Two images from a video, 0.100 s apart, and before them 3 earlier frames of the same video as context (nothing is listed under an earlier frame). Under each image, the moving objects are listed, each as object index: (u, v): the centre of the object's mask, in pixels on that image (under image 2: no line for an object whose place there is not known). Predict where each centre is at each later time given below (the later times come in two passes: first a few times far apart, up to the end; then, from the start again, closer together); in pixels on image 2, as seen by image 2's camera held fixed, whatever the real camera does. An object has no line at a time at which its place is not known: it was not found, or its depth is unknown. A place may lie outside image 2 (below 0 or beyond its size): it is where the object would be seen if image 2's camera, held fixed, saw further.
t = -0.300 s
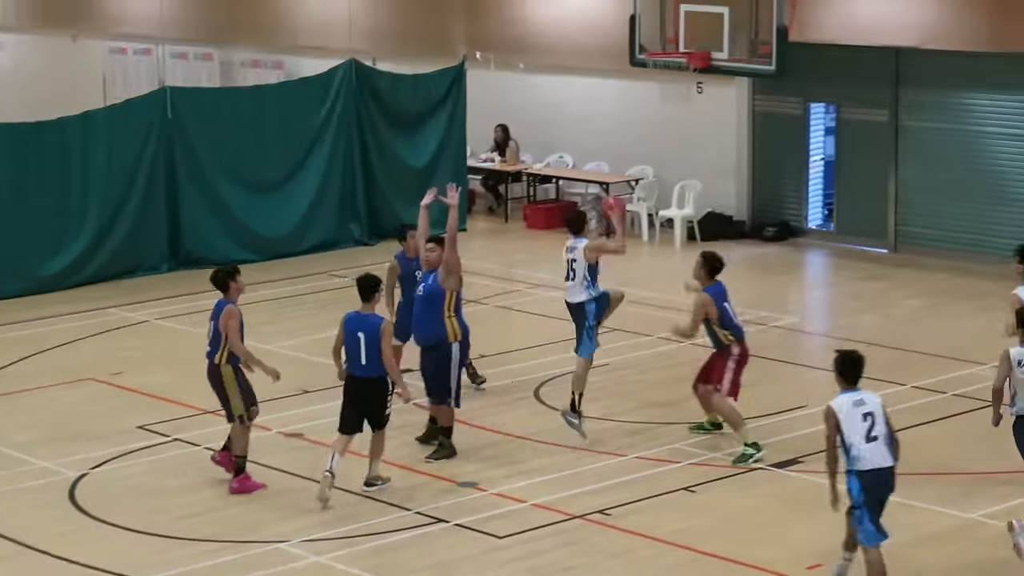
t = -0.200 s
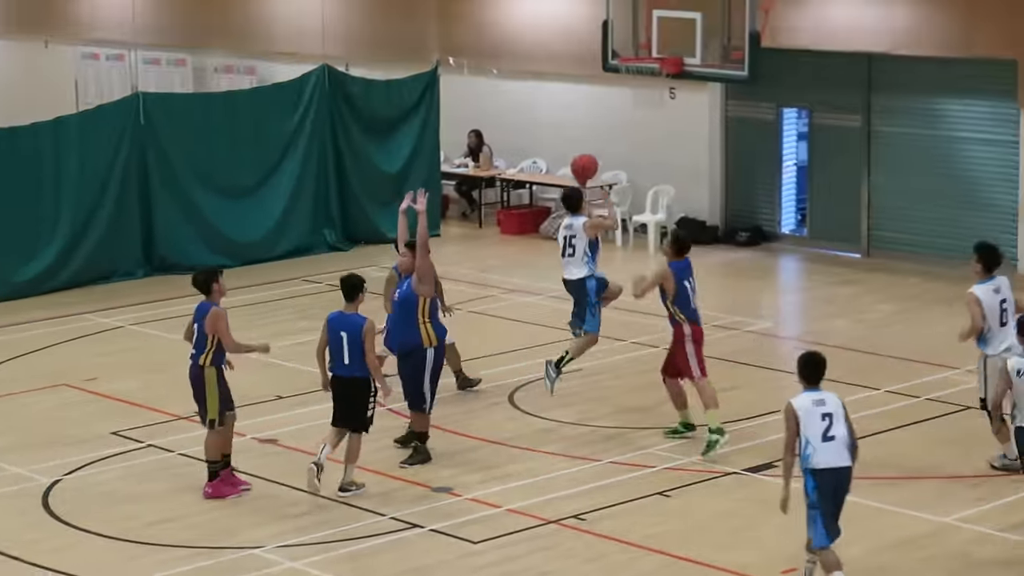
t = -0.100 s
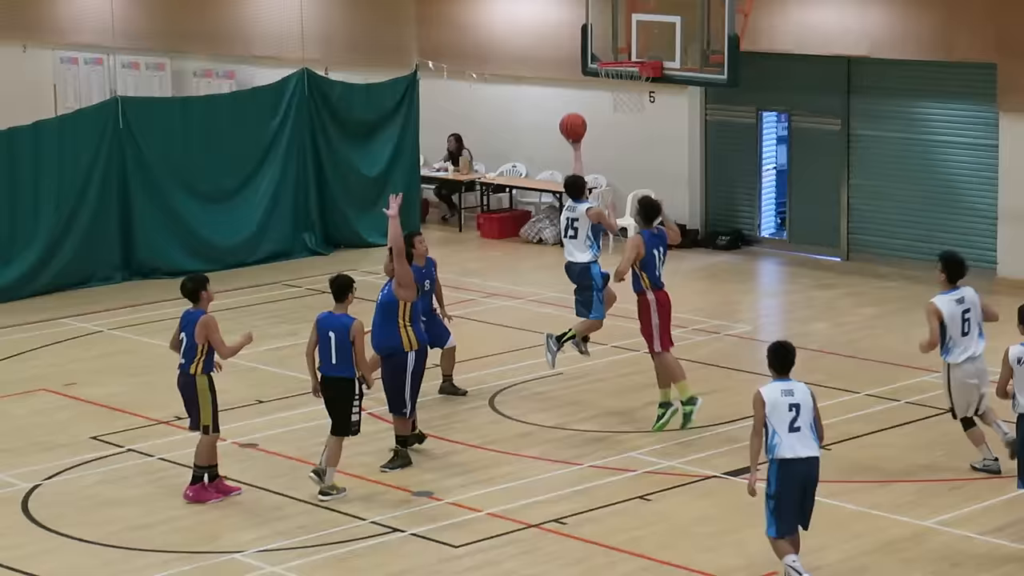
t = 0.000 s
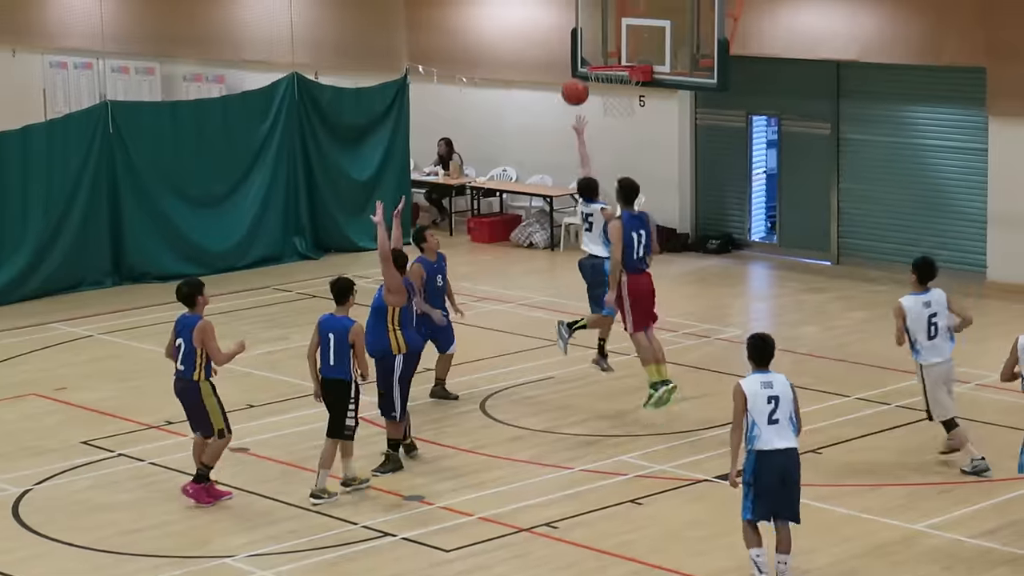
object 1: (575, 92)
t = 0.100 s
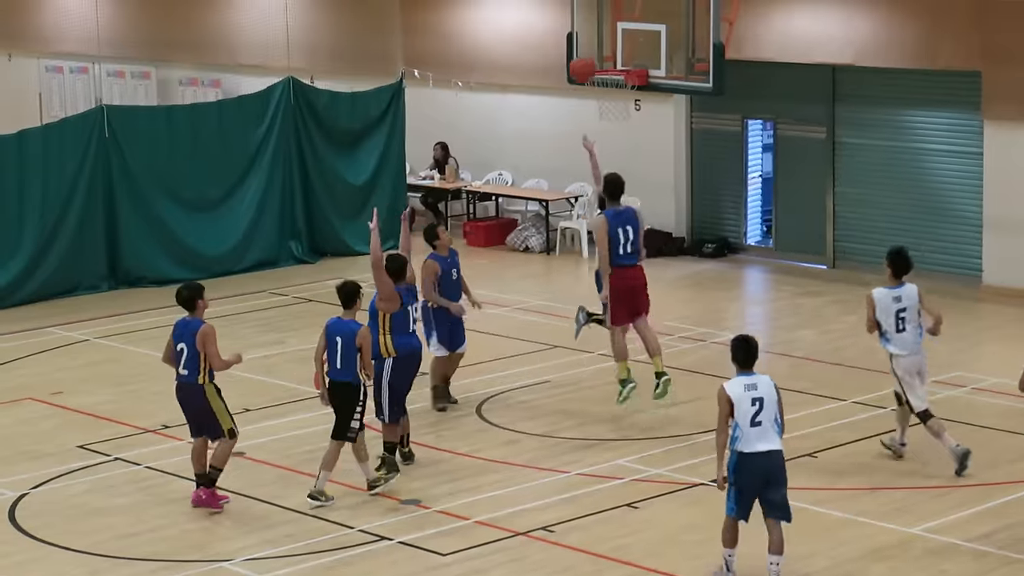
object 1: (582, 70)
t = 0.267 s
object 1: (604, 48)
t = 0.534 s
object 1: (614, 59)
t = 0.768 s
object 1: (585, 50)
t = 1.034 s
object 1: (562, 94)
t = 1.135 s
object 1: (553, 130)
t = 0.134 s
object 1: (588, 63)
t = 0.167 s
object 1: (590, 59)
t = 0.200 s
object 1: (595, 53)
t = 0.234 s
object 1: (600, 51)
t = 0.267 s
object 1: (604, 48)
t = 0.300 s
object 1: (606, 48)
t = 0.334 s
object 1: (610, 49)
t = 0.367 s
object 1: (614, 50)
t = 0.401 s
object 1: (617, 54)
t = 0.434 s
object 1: (621, 59)
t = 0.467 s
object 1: (625, 61)
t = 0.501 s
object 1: (620, 60)
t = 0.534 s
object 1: (614, 59)
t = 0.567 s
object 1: (607, 59)
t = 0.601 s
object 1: (602, 60)
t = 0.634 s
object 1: (597, 58)
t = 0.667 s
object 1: (593, 53)
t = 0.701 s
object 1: (590, 51)
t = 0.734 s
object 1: (588, 50)
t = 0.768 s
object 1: (585, 50)
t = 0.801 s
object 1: (582, 51)
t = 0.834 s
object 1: (579, 53)
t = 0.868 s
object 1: (576, 57)
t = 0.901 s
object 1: (573, 62)
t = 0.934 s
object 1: (570, 68)
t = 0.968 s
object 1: (567, 75)
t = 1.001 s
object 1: (564, 84)
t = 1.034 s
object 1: (562, 94)
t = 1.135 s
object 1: (553, 130)
